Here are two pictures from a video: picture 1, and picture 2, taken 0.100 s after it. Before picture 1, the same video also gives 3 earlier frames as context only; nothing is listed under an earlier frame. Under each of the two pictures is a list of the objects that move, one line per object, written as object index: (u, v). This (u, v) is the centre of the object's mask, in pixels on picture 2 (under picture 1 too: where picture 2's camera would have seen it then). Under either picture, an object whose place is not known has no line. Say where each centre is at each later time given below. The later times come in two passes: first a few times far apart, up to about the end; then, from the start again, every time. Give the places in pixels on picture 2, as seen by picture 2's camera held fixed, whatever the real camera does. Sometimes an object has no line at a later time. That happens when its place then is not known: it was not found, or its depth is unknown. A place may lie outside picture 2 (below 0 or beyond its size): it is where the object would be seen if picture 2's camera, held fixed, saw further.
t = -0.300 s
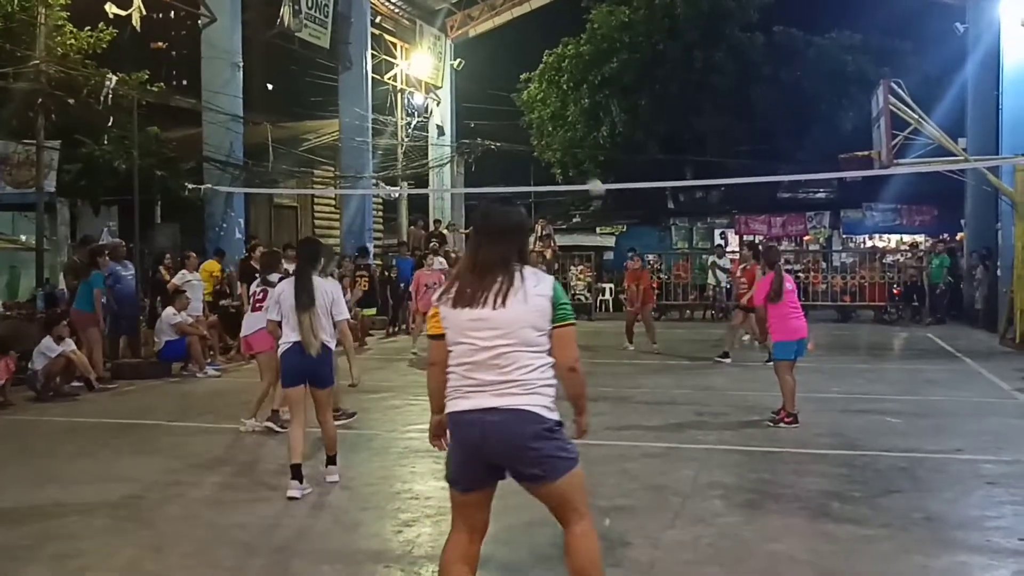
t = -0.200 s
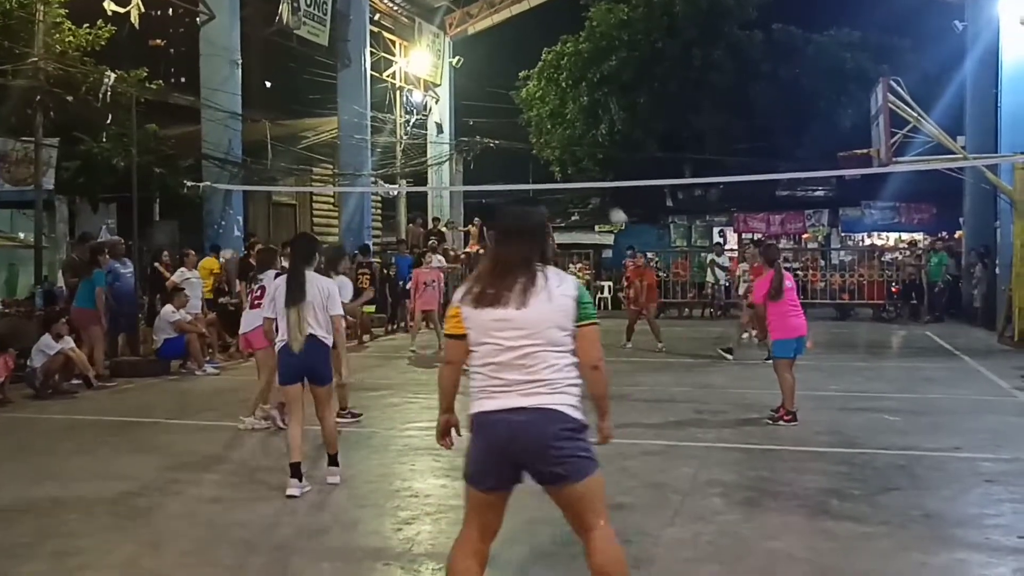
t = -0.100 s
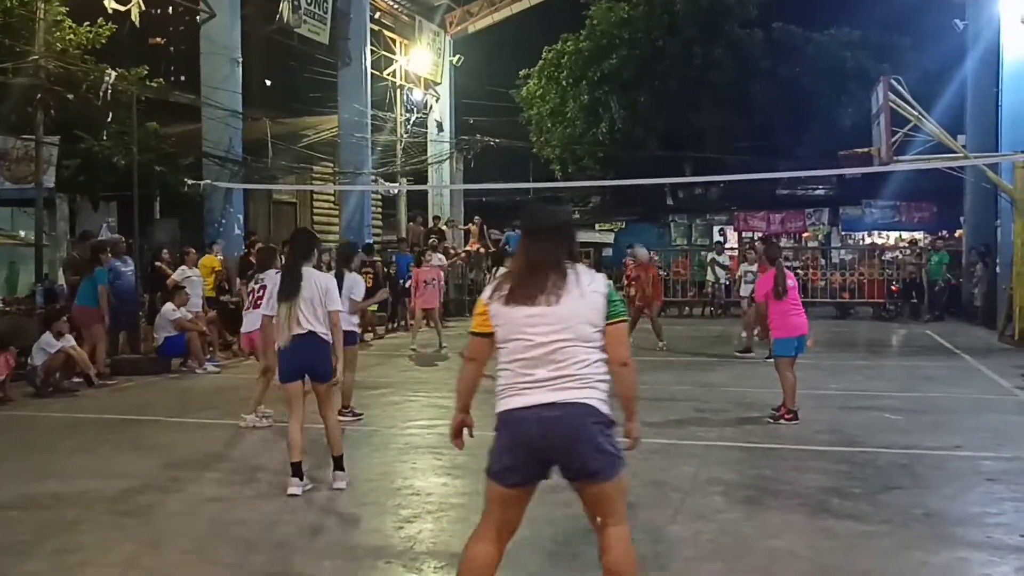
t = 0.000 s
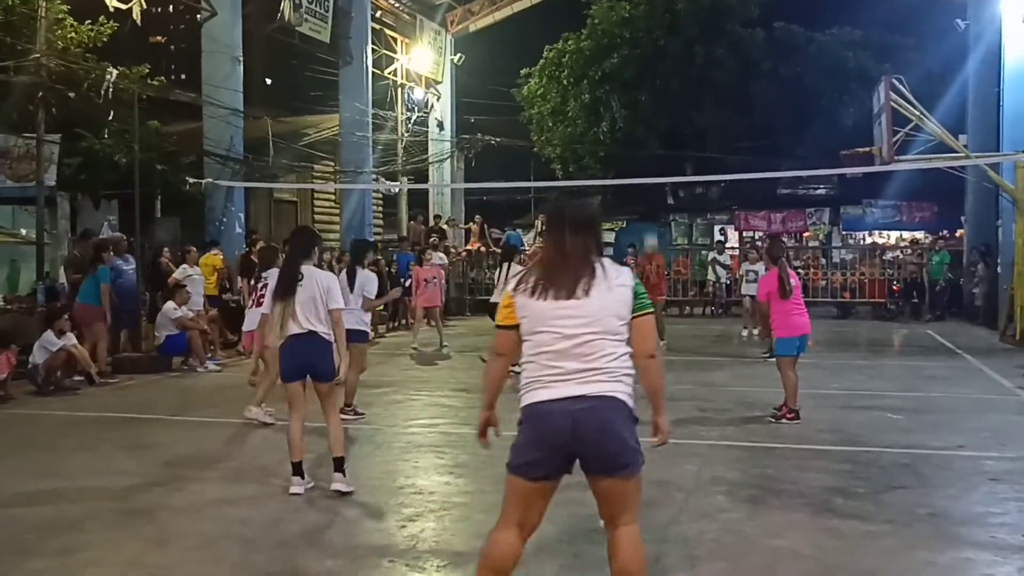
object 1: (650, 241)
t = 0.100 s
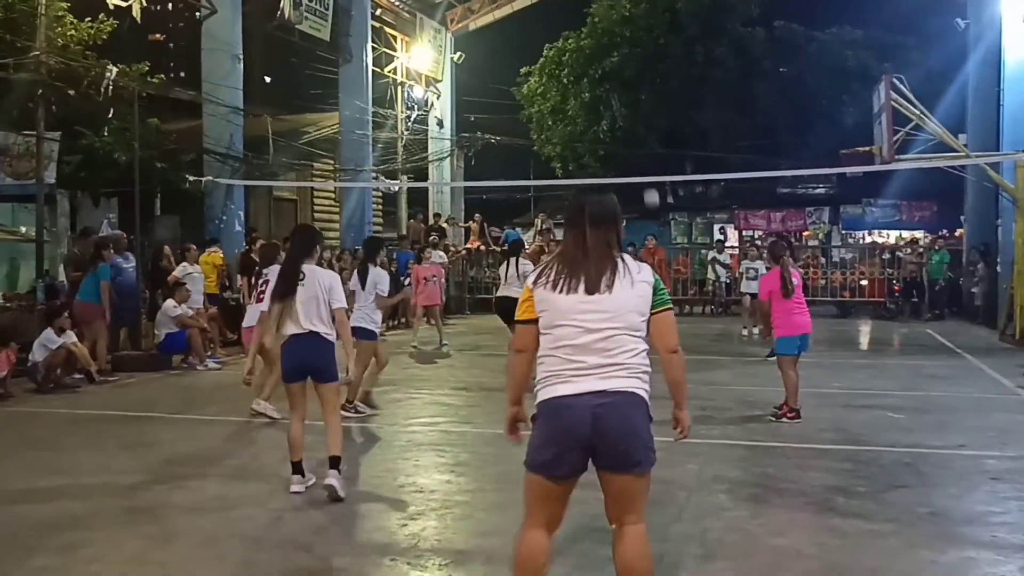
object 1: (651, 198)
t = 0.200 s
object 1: (652, 162)
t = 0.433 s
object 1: (653, 102)
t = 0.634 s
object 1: (654, 84)
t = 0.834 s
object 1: (654, 95)
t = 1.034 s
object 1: (653, 143)
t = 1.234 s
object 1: (653, 226)
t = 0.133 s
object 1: (652, 188)
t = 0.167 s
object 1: (651, 171)
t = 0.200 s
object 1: (652, 162)
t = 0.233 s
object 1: (652, 152)
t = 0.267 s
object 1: (652, 142)
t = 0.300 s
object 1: (652, 133)
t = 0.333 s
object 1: (652, 123)
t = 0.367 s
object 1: (653, 116)
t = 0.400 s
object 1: (653, 108)
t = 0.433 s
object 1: (653, 102)
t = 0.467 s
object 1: (653, 97)
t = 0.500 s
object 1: (653, 93)
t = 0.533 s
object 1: (653, 89)
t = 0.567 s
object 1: (653, 87)
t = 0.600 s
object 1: (654, 85)
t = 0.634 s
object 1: (654, 84)
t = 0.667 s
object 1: (654, 83)
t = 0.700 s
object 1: (654, 83)
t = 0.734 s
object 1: (653, 85)
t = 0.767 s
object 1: (654, 87)
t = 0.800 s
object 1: (654, 91)
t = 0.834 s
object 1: (654, 95)
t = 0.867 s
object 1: (654, 100)
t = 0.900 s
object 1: (654, 107)
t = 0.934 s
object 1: (653, 115)
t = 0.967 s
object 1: (653, 123)
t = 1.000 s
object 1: (653, 132)
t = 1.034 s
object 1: (653, 143)
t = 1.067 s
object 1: (653, 154)
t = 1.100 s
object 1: (654, 165)
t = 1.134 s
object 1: (654, 179)
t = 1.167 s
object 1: (654, 195)
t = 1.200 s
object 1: (653, 209)
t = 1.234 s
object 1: (653, 226)
